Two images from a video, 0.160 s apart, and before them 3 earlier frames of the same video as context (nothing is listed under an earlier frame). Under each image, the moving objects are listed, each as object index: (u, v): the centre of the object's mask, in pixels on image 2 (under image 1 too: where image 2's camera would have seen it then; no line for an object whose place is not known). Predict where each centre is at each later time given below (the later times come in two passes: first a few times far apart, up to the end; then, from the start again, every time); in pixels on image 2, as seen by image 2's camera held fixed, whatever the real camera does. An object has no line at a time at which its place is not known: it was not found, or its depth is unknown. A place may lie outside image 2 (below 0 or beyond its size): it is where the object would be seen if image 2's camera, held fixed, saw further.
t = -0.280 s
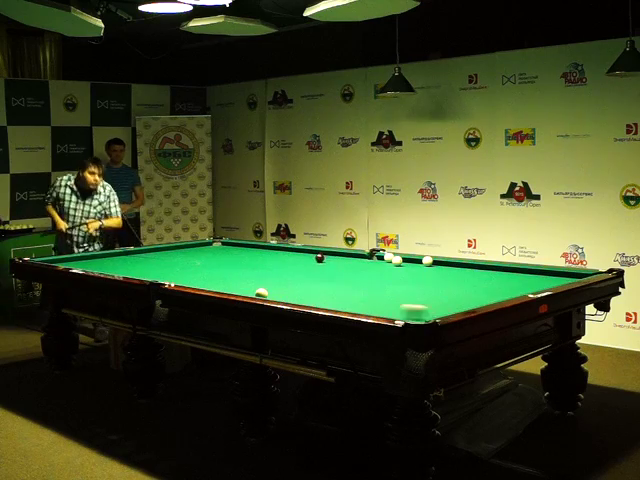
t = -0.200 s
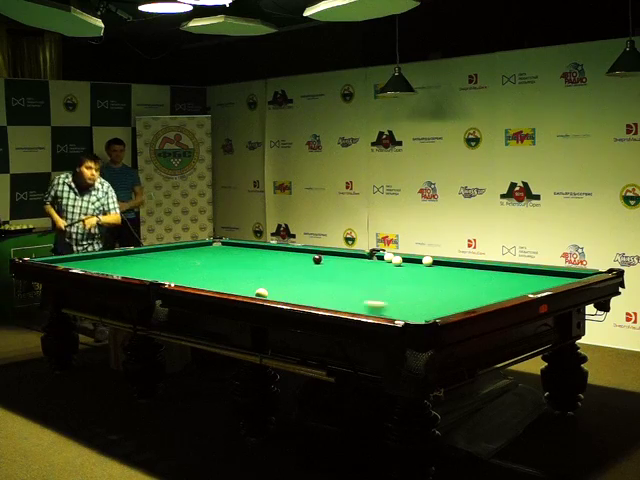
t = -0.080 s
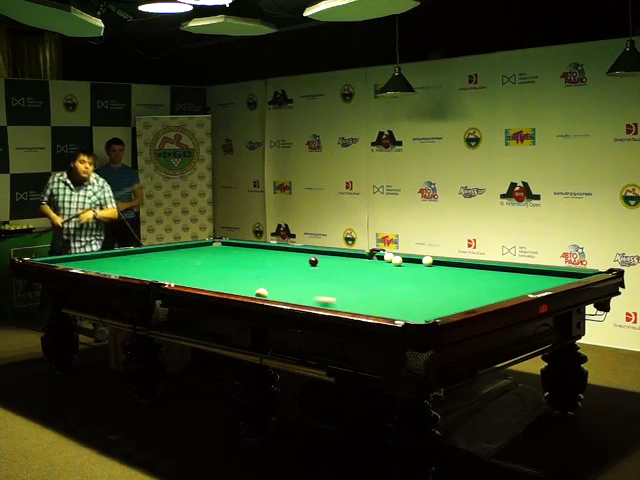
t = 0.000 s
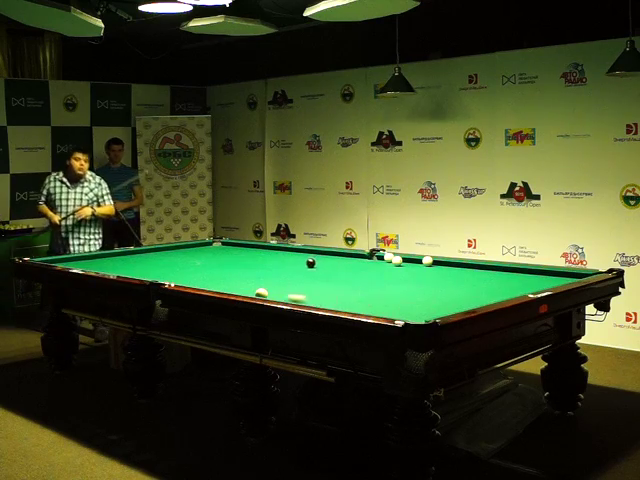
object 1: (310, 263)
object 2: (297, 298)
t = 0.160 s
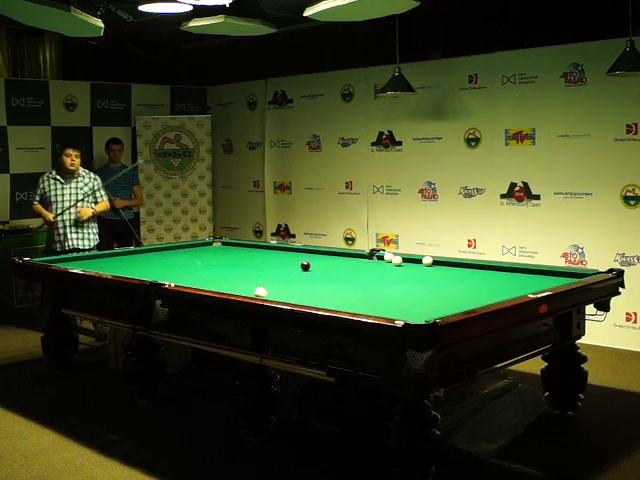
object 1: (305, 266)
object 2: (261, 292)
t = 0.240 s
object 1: (302, 267)
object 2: (256, 293)
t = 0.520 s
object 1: (292, 273)
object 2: (238, 289)
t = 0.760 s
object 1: (282, 278)
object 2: (225, 285)
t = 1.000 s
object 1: (272, 284)
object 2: (212, 282)
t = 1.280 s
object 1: (260, 290)
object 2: (199, 279)
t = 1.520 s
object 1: (254, 293)
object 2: (189, 275)
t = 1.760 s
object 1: (275, 294)
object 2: (179, 272)
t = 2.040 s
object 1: (297, 294)
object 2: (169, 270)
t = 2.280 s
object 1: (316, 293)
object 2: (161, 267)
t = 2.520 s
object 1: (333, 292)
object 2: (153, 265)
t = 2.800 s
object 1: (353, 291)
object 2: (145, 263)
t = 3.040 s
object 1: (369, 290)
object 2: (139, 261)
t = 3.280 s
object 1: (383, 289)
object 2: (133, 259)
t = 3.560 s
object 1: (399, 288)
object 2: (126, 257)
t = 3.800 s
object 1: (412, 287)
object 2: (120, 256)
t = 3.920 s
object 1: (418, 287)
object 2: (118, 255)
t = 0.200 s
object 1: (303, 266)
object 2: (257, 293)
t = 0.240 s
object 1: (302, 267)
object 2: (256, 293)
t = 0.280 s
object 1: (301, 268)
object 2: (253, 292)
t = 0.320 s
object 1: (299, 269)
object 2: (250, 292)
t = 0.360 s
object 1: (298, 269)
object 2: (248, 291)
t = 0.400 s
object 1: (296, 270)
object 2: (245, 290)
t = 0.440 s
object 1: (295, 271)
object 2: (243, 290)
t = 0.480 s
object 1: (293, 272)
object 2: (240, 289)
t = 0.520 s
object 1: (292, 273)
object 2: (238, 289)
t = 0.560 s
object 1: (290, 274)
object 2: (236, 288)
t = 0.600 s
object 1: (289, 275)
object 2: (233, 287)
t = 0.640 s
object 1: (287, 276)
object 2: (231, 287)
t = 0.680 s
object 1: (285, 276)
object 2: (229, 286)
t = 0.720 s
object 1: (284, 277)
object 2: (226, 286)
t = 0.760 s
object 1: (282, 278)
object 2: (225, 285)
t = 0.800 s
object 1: (281, 279)
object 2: (222, 285)
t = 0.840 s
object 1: (279, 280)
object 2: (220, 284)
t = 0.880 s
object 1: (277, 281)
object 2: (218, 284)
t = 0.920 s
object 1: (276, 282)
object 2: (216, 283)
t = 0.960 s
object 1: (274, 283)
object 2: (214, 283)
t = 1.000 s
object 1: (272, 284)
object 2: (212, 282)
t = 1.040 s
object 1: (270, 285)
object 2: (210, 282)
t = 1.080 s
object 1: (268, 286)
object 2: (208, 281)
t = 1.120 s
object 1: (267, 287)
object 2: (206, 281)
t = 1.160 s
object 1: (265, 288)
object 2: (205, 280)
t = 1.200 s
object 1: (263, 289)
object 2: (203, 280)
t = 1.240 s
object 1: (261, 290)
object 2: (200, 279)
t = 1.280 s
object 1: (260, 290)
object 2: (199, 279)
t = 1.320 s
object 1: (258, 291)
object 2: (197, 278)
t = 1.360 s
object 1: (256, 292)
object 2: (195, 277)
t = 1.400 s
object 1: (254, 292)
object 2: (194, 277)
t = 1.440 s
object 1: (252, 292)
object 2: (192, 277)
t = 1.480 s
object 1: (251, 293)
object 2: (190, 276)
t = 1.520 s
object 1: (254, 293)
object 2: (189, 275)
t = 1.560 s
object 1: (258, 293)
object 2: (187, 275)
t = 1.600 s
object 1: (262, 293)
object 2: (185, 274)
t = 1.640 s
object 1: (265, 293)
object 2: (184, 274)
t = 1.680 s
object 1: (268, 294)
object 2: (182, 273)
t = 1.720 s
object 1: (271, 294)
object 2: (181, 273)
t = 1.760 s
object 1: (275, 294)
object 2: (179, 272)
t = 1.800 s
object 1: (278, 294)
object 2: (178, 272)
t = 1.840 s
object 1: (281, 294)
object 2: (176, 272)
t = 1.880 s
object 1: (285, 294)
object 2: (175, 271)
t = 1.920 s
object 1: (288, 294)
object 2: (173, 271)
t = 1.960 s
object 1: (291, 294)
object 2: (172, 270)
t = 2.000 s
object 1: (294, 294)
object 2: (170, 270)
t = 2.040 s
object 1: (297, 294)
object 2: (169, 270)
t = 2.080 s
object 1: (301, 293)
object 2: (167, 269)
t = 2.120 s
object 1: (304, 293)
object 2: (166, 269)
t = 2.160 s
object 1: (307, 293)
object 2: (165, 268)
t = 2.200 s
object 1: (310, 293)
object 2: (163, 268)
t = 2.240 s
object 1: (313, 293)
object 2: (162, 268)
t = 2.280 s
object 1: (316, 293)
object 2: (161, 267)
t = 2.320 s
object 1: (319, 292)
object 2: (159, 267)
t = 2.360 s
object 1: (322, 292)
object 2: (158, 266)
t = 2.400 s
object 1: (325, 292)
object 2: (157, 266)
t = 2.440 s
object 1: (328, 292)
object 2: (156, 265)
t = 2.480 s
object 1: (331, 292)
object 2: (154, 265)
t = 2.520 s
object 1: (333, 292)
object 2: (153, 265)
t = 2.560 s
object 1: (336, 292)
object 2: (152, 265)
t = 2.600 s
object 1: (339, 291)
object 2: (151, 264)
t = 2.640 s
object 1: (342, 291)
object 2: (150, 264)
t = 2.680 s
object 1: (345, 291)
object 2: (148, 263)
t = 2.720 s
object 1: (347, 291)
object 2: (147, 263)
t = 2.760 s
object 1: (350, 291)
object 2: (146, 263)
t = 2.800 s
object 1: (353, 291)
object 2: (145, 263)
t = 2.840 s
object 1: (355, 290)
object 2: (144, 262)
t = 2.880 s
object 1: (358, 290)
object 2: (143, 262)
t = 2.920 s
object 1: (360, 290)
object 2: (142, 261)
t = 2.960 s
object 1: (363, 290)
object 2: (141, 261)
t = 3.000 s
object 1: (366, 290)
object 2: (140, 261)
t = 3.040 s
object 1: (369, 290)
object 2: (139, 261)
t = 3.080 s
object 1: (371, 290)
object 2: (137, 260)
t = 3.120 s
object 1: (373, 289)
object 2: (136, 260)
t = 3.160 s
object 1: (376, 289)
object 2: (135, 259)
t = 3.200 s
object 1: (379, 289)
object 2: (134, 259)
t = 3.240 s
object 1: (381, 289)
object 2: (133, 259)
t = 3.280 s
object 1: (383, 289)
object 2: (133, 259)
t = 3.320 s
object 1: (386, 288)
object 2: (132, 258)
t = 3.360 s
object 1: (388, 288)
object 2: (130, 258)
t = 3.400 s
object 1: (390, 288)
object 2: (130, 258)
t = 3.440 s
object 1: (393, 288)
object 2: (129, 257)
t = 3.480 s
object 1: (395, 288)
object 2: (128, 257)
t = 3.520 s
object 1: (397, 288)
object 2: (127, 257)
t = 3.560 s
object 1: (399, 288)
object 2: (126, 257)
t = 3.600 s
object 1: (402, 288)
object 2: (125, 257)
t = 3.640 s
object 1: (404, 288)
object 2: (124, 257)
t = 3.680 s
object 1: (406, 287)
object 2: (123, 256)
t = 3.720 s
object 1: (408, 287)
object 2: (122, 256)
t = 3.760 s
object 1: (410, 287)
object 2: (121, 256)
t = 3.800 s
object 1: (412, 287)
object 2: (120, 256)
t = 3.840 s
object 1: (414, 287)
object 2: (120, 255)
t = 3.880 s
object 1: (416, 287)
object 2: (119, 255)
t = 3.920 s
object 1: (418, 287)
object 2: (118, 255)
